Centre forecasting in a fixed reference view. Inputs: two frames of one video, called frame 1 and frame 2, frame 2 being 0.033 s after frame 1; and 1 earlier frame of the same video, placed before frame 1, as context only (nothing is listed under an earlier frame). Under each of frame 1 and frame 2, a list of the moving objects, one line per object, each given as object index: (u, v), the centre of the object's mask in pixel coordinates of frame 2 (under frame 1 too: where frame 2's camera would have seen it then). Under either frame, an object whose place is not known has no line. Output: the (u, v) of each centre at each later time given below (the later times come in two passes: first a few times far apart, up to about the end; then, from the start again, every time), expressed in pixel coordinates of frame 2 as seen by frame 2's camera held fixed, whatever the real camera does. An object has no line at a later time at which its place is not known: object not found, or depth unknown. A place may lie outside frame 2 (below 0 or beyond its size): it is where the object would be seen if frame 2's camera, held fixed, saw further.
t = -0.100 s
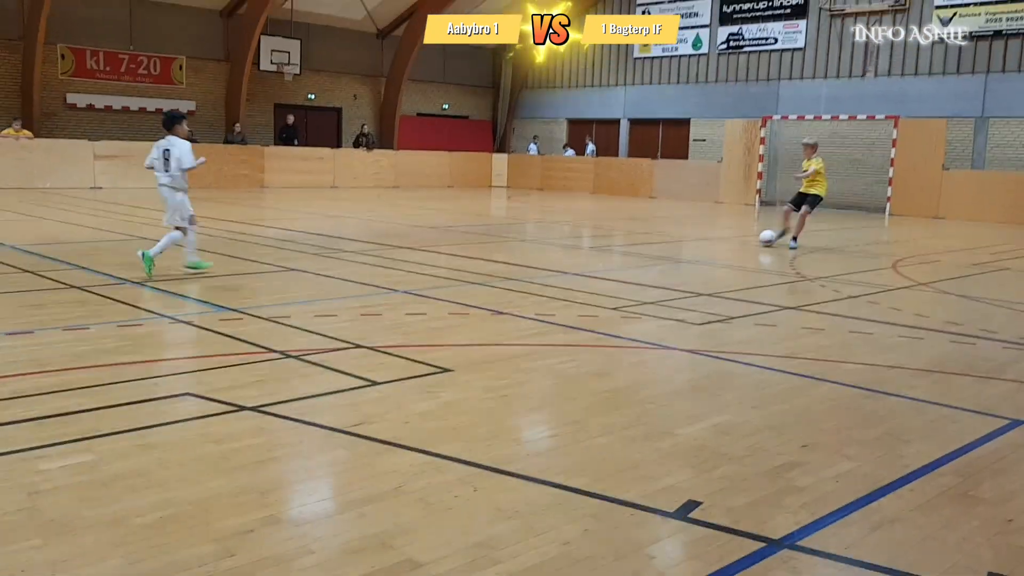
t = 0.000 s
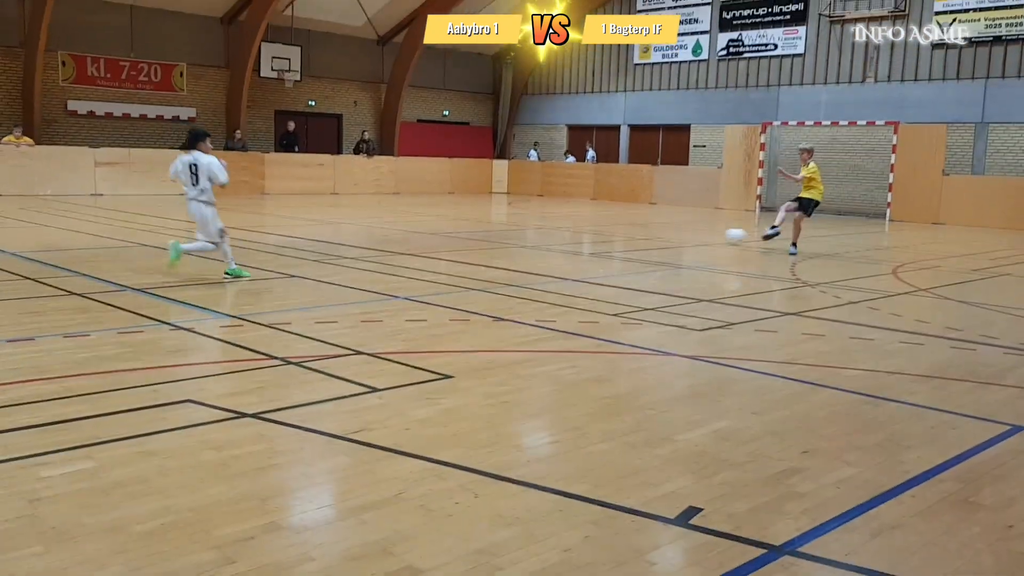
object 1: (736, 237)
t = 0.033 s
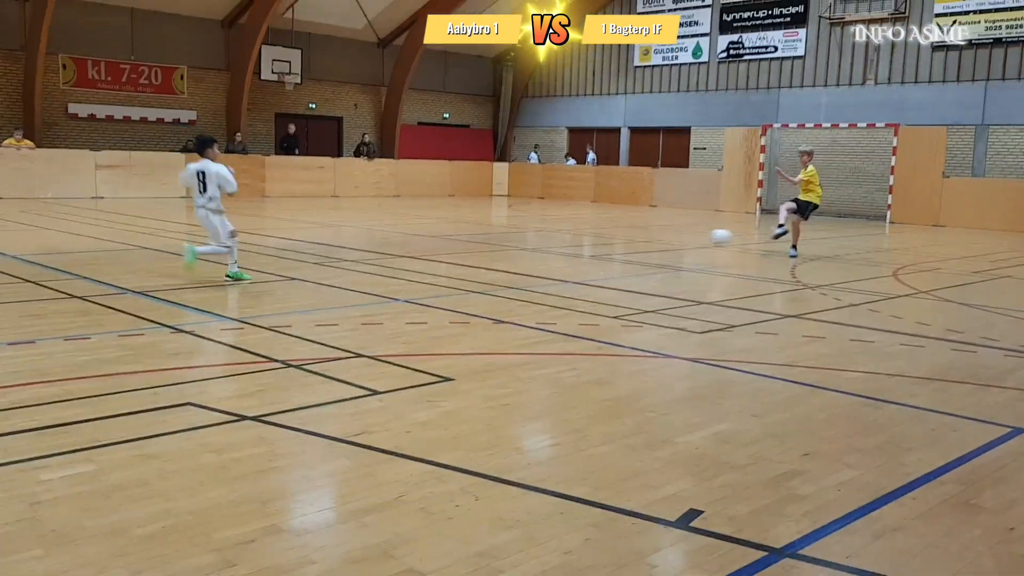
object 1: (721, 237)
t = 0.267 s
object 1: (568, 265)
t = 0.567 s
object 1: (207, 330)
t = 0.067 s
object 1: (703, 237)
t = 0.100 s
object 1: (684, 237)
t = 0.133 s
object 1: (664, 239)
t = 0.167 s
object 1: (644, 243)
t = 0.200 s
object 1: (621, 248)
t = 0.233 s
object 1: (596, 254)
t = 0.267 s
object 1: (568, 265)
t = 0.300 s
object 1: (538, 279)
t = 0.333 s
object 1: (505, 298)
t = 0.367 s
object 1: (473, 305)
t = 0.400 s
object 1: (439, 301)
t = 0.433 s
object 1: (406, 300)
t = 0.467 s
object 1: (364, 305)
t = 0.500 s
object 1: (319, 311)
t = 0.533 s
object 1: (266, 318)
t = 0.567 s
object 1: (207, 330)
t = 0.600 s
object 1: (138, 349)
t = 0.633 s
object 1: (54, 374)
